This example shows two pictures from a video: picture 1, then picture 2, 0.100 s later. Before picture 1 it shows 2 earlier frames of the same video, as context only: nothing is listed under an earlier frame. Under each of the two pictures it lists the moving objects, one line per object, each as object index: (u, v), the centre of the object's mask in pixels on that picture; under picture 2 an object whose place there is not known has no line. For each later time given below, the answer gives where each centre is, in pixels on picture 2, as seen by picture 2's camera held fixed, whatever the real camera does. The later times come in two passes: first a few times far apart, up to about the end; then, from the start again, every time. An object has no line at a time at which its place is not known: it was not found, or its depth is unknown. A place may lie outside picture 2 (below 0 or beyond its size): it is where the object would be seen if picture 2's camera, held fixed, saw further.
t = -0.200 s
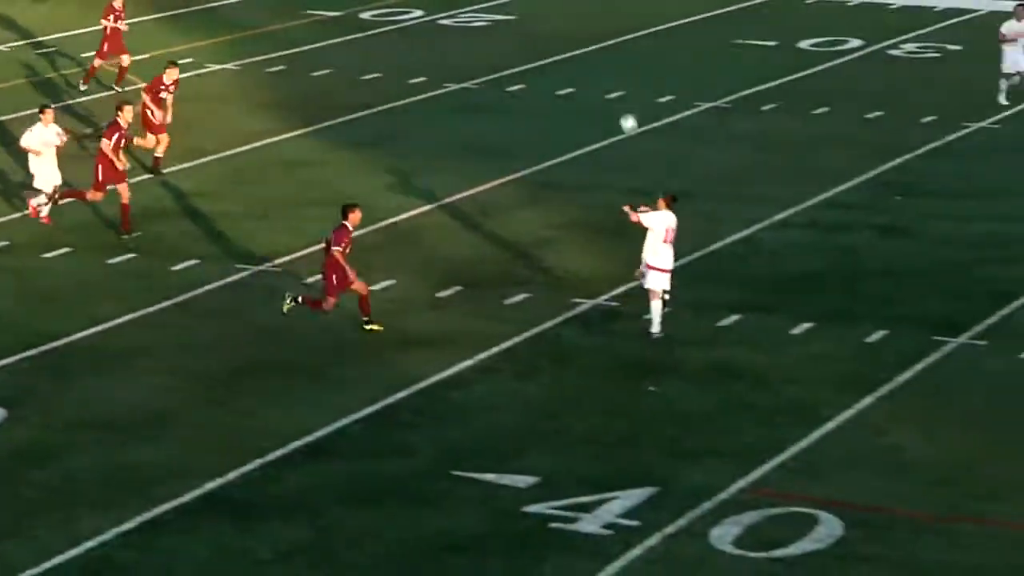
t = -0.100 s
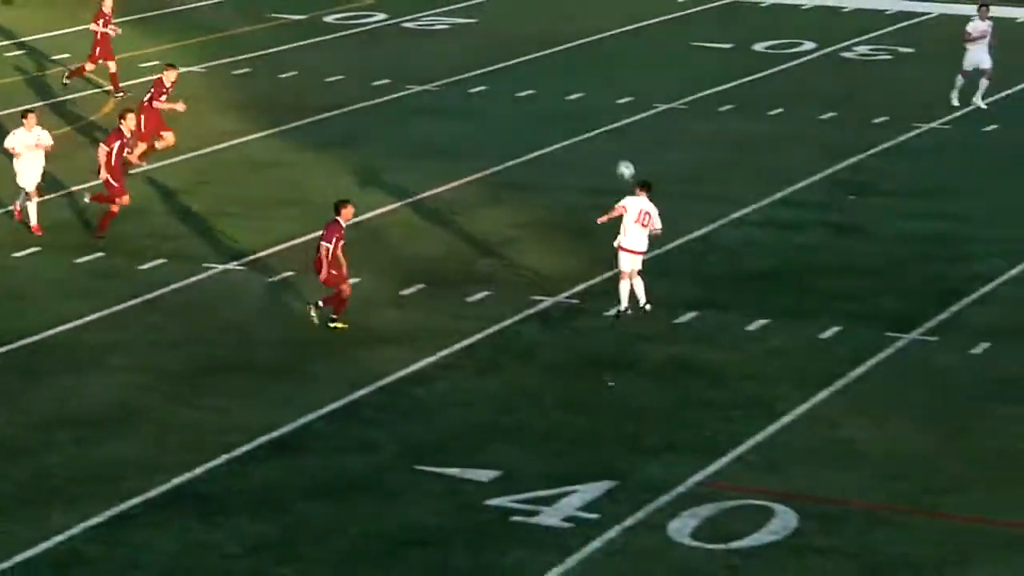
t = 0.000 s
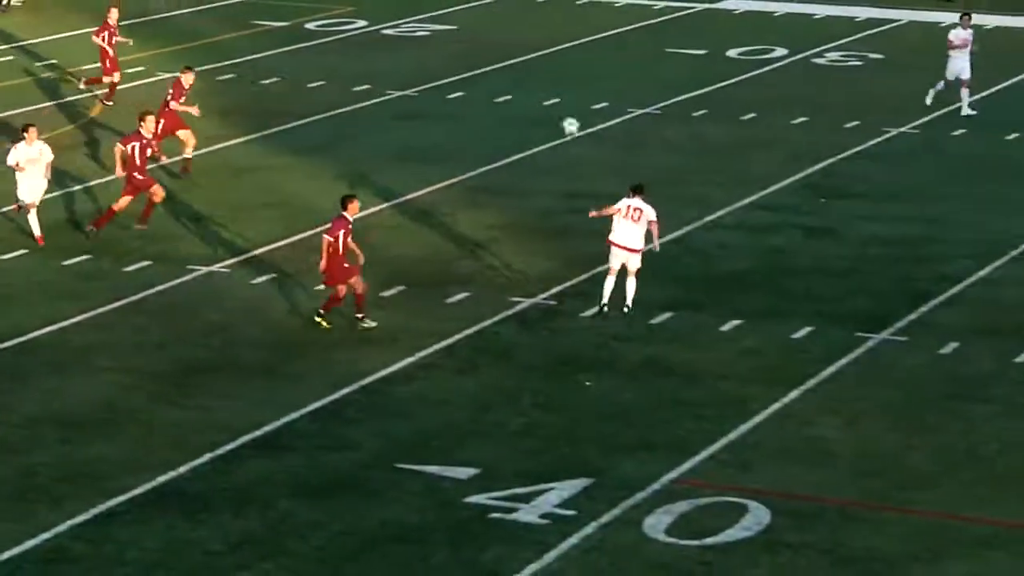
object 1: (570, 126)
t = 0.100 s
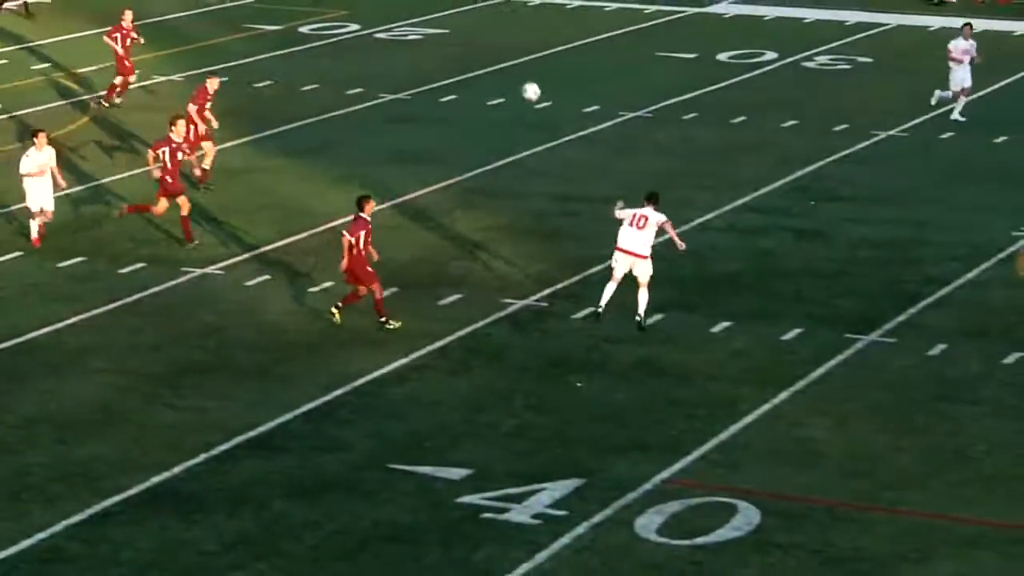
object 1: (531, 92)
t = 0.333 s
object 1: (460, 33)
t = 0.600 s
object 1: (385, 20)
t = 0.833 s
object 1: (314, 57)
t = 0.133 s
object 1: (521, 80)
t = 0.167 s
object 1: (510, 70)
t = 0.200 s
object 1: (501, 61)
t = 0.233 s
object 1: (491, 52)
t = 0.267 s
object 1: (480, 45)
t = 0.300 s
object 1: (469, 39)
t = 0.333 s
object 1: (460, 33)
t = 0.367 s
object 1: (451, 29)
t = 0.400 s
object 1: (442, 25)
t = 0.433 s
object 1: (433, 22)
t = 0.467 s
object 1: (421, 21)
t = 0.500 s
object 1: (413, 19)
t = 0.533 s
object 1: (405, 18)
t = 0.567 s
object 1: (394, 19)
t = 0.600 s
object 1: (385, 20)
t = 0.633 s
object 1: (374, 23)
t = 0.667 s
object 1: (364, 27)
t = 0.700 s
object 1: (354, 31)
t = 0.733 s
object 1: (345, 36)
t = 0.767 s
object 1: (335, 42)
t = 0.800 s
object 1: (325, 48)
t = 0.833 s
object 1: (314, 57)
